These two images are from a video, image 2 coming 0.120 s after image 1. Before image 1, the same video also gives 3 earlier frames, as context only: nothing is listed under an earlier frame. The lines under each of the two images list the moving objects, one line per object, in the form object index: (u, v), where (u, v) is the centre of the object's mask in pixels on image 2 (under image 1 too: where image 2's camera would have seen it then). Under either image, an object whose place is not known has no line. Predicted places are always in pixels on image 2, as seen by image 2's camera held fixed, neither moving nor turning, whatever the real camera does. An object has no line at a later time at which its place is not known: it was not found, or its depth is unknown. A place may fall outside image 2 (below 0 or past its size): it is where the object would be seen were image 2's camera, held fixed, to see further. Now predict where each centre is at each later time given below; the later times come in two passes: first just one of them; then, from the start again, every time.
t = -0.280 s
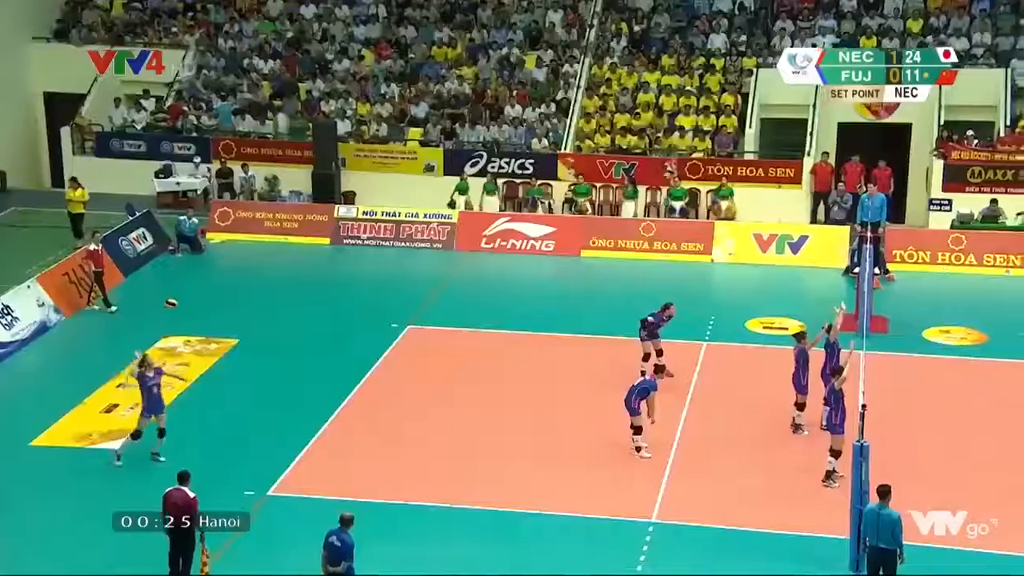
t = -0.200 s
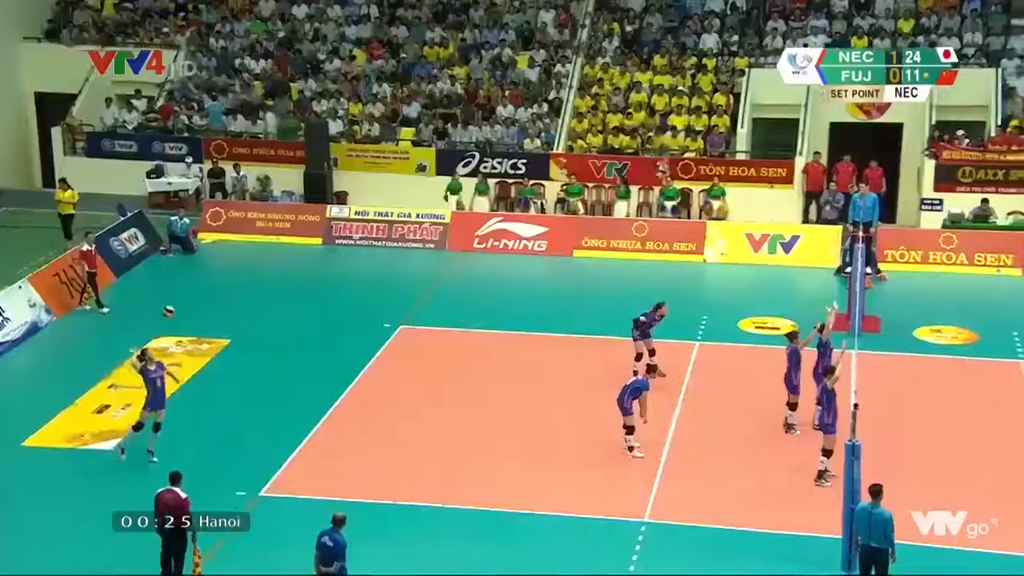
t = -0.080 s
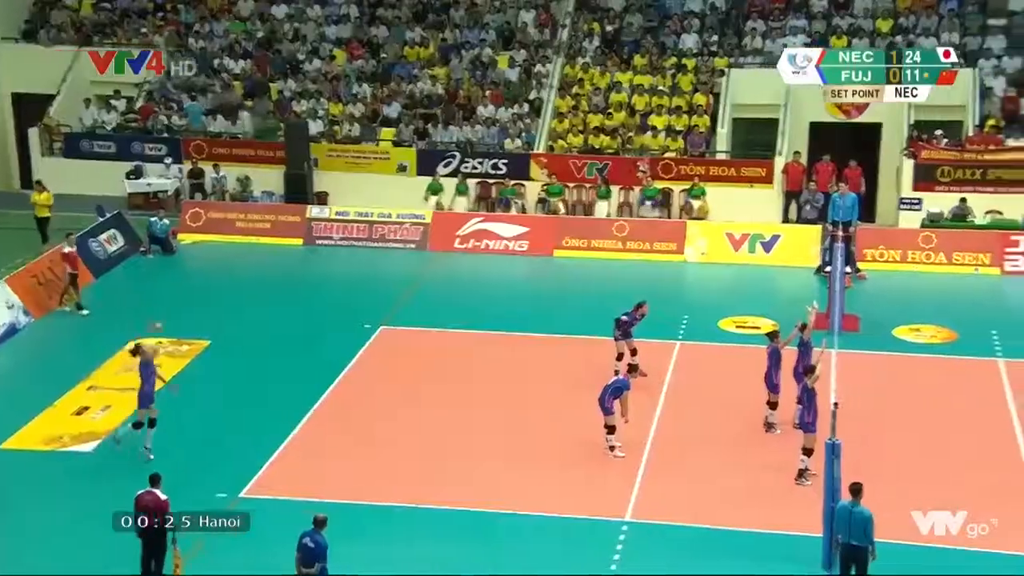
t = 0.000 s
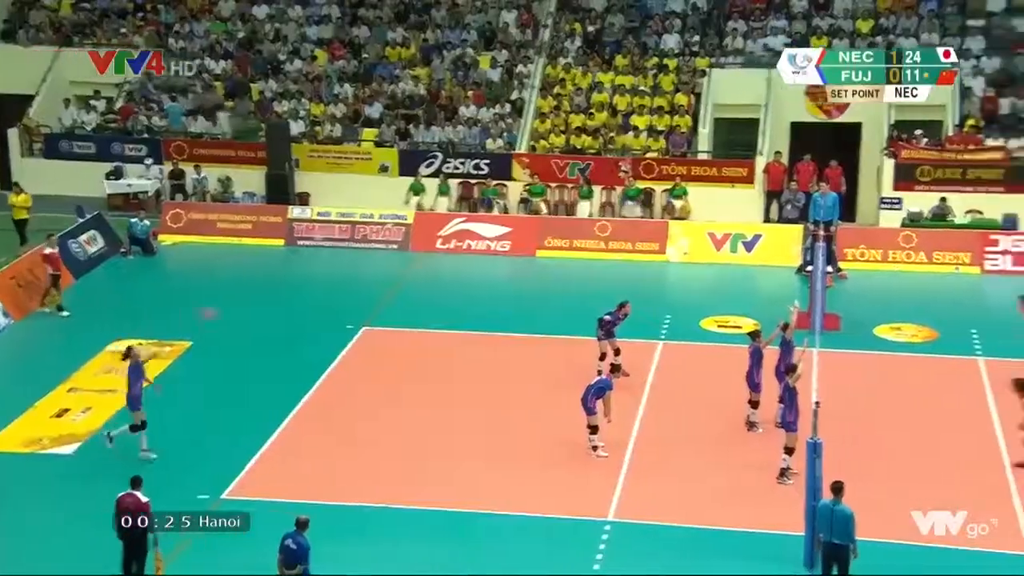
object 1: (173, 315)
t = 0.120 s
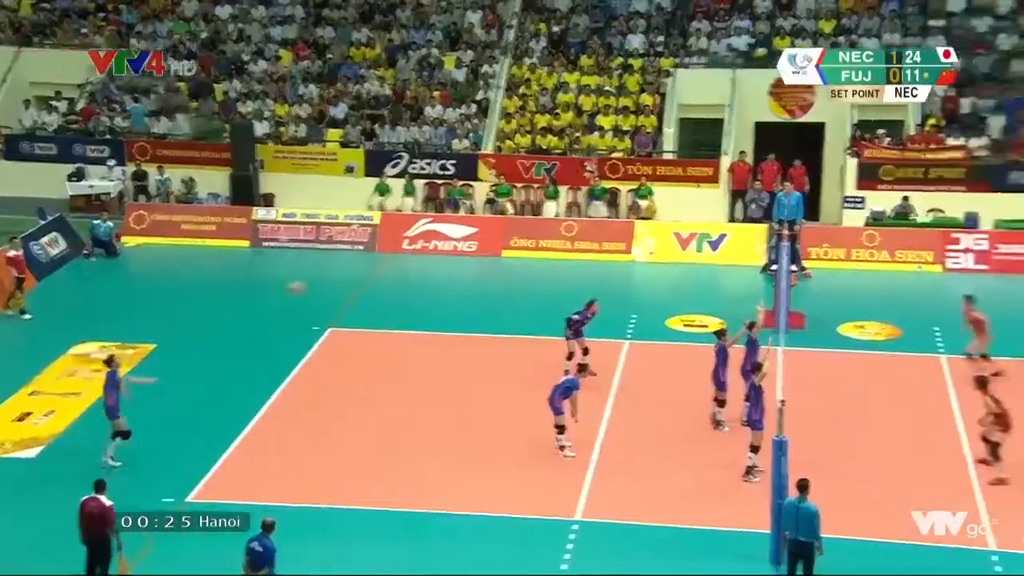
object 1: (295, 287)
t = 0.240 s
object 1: (409, 269)
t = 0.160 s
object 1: (337, 279)
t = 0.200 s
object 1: (374, 274)
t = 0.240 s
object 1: (409, 269)
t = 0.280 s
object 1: (448, 263)
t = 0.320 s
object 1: (483, 261)
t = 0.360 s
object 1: (519, 257)
